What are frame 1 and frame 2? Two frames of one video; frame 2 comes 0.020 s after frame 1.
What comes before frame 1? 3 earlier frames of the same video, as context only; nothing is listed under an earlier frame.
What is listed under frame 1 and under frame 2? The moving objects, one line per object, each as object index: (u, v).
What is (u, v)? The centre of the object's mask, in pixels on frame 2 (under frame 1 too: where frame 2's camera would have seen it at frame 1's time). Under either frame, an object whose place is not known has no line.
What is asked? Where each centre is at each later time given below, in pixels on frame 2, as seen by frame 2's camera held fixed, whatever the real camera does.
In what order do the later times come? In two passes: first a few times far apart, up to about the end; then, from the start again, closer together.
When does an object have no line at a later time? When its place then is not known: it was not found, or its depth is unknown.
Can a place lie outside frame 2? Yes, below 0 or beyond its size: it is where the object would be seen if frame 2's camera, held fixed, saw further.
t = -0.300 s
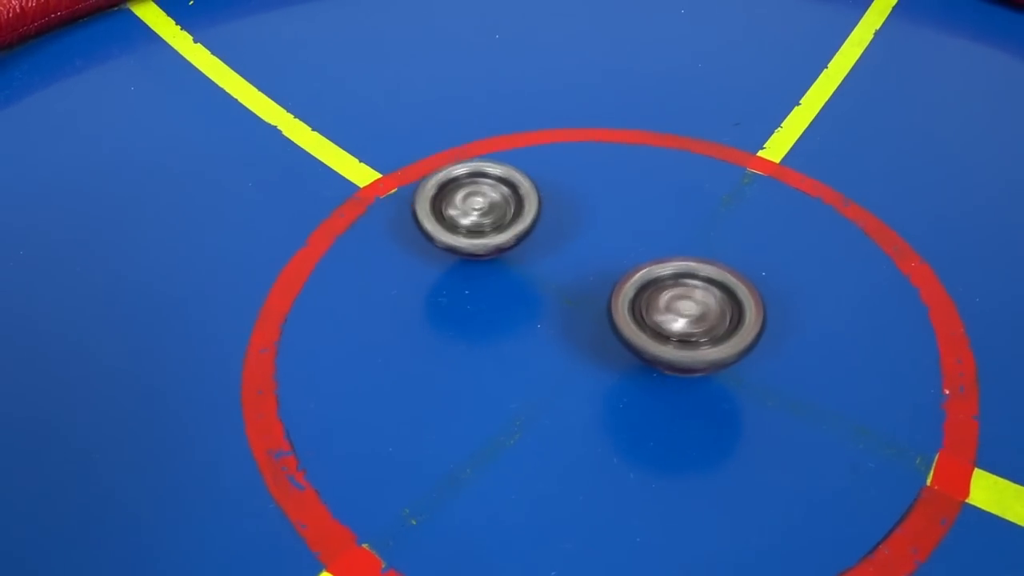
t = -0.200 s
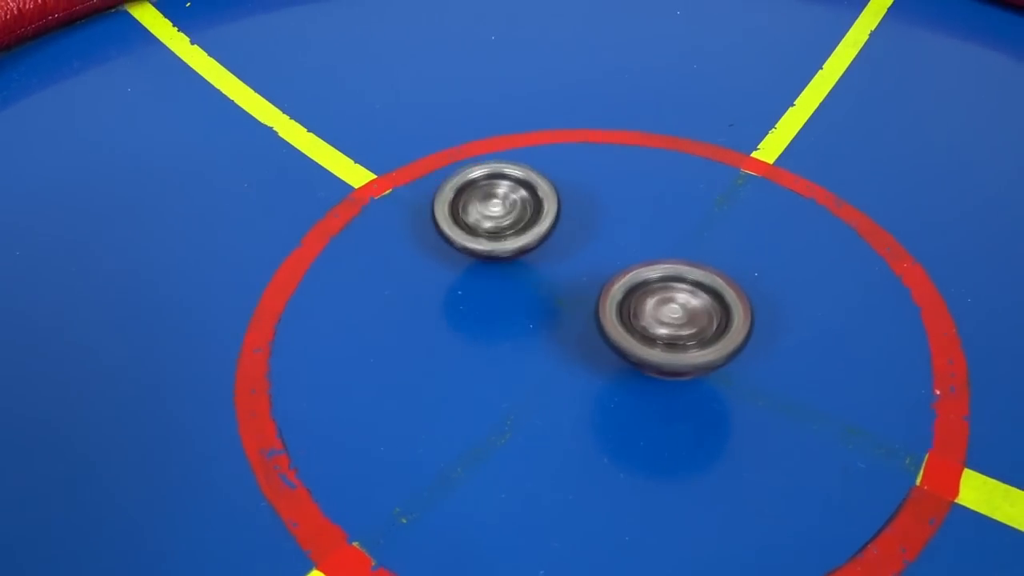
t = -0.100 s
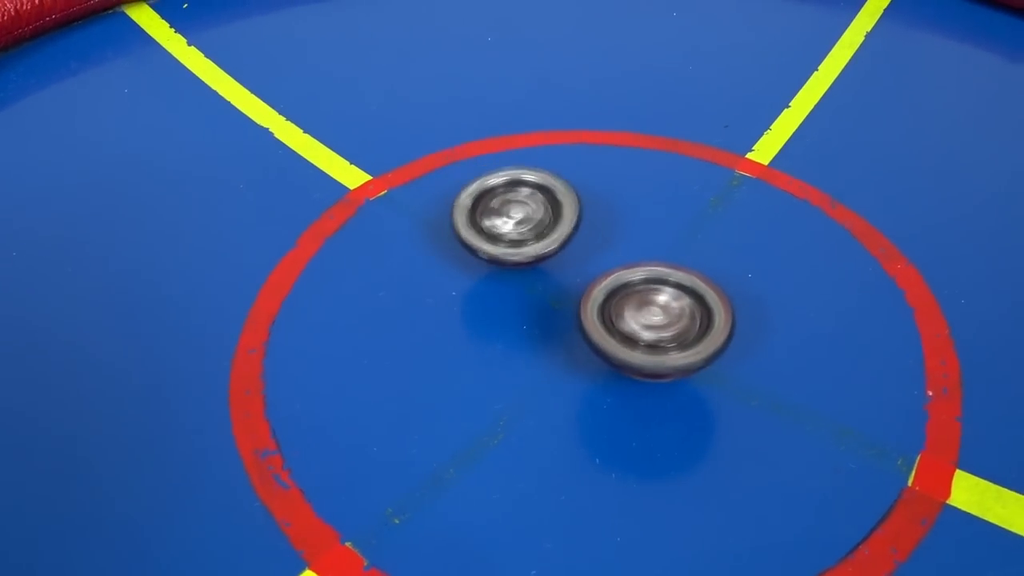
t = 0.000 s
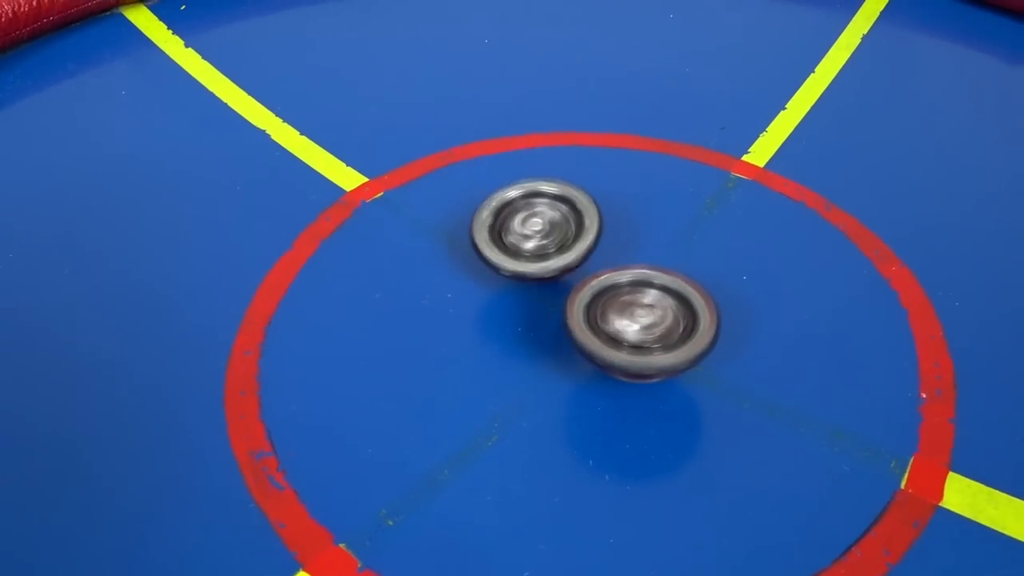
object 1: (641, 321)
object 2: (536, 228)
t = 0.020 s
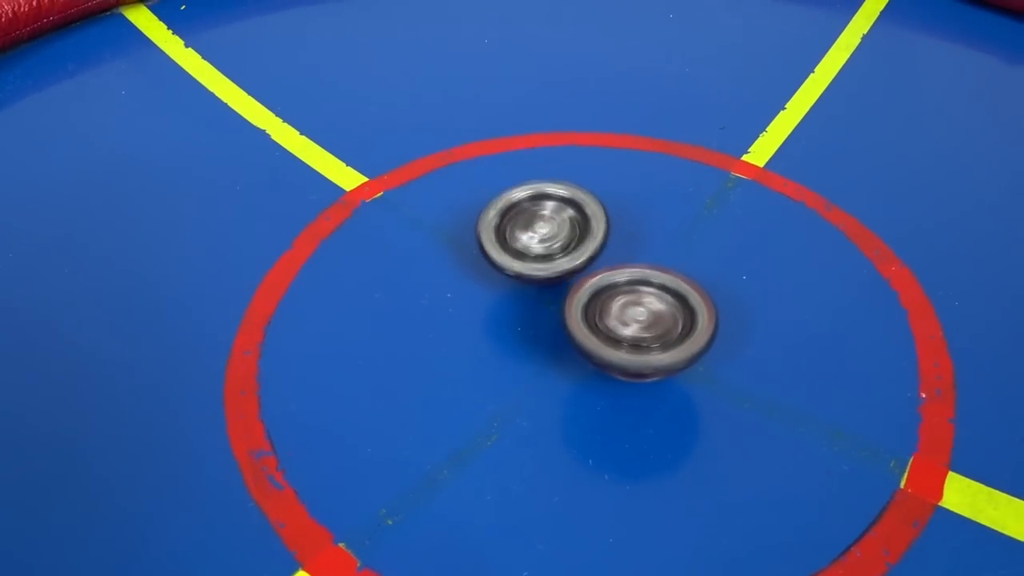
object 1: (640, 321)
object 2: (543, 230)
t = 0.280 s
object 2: (561, 198)
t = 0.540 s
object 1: (627, 497)
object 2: (591, 216)
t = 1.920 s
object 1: (558, 288)
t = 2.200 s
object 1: (602, 298)
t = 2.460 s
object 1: (544, 316)
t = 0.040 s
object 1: (638, 320)
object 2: (546, 233)
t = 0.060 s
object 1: (638, 321)
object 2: (551, 234)
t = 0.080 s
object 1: (640, 333)
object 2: (553, 229)
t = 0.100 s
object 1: (648, 346)
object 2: (552, 221)
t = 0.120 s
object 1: (657, 367)
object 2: (552, 212)
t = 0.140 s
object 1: (666, 385)
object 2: (553, 206)
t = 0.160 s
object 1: (670, 398)
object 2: (552, 201)
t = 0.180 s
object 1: (677, 413)
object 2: (554, 199)
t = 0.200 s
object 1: (682, 423)
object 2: (555, 197)
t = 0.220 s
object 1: (685, 432)
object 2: (557, 197)
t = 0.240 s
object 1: (687, 437)
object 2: (558, 197)
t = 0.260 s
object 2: (560, 198)
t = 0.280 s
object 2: (561, 198)
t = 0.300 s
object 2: (564, 199)
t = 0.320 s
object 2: (566, 200)
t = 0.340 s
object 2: (569, 201)
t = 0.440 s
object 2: (581, 207)
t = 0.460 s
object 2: (584, 209)
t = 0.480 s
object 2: (586, 210)
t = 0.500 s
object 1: (641, 495)
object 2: (587, 212)
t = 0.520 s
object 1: (636, 496)
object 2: (590, 214)
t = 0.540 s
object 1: (627, 497)
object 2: (591, 216)
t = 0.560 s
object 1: (623, 498)
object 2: (593, 218)
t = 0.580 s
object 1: (613, 498)
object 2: (595, 220)
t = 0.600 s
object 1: (608, 499)
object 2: (597, 222)
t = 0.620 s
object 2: (598, 224)
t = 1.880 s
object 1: (551, 287)
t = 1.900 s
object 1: (553, 288)
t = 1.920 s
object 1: (558, 288)
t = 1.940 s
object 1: (561, 290)
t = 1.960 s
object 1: (564, 290)
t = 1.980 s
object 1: (567, 291)
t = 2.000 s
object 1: (571, 290)
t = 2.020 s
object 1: (575, 292)
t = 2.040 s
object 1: (579, 291)
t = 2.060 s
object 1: (582, 293)
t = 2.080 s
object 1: (584, 293)
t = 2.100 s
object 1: (589, 294)
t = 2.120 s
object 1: (590, 294)
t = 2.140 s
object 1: (595, 295)
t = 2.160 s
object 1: (596, 296)
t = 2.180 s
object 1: (600, 296)
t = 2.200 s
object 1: (602, 298)
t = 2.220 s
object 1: (605, 298)
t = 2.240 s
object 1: (605, 299)
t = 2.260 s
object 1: (597, 302)
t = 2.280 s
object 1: (587, 304)
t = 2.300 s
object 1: (578, 307)
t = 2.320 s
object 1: (574, 309)
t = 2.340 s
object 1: (569, 312)
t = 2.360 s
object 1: (566, 313)
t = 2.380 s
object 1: (561, 314)
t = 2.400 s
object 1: (557, 315)
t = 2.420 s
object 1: (554, 315)
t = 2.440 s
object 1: (548, 315)
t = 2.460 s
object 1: (544, 316)
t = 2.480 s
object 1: (539, 315)
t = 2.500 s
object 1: (536, 314)
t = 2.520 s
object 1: (531, 314)
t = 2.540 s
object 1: (528, 313)
